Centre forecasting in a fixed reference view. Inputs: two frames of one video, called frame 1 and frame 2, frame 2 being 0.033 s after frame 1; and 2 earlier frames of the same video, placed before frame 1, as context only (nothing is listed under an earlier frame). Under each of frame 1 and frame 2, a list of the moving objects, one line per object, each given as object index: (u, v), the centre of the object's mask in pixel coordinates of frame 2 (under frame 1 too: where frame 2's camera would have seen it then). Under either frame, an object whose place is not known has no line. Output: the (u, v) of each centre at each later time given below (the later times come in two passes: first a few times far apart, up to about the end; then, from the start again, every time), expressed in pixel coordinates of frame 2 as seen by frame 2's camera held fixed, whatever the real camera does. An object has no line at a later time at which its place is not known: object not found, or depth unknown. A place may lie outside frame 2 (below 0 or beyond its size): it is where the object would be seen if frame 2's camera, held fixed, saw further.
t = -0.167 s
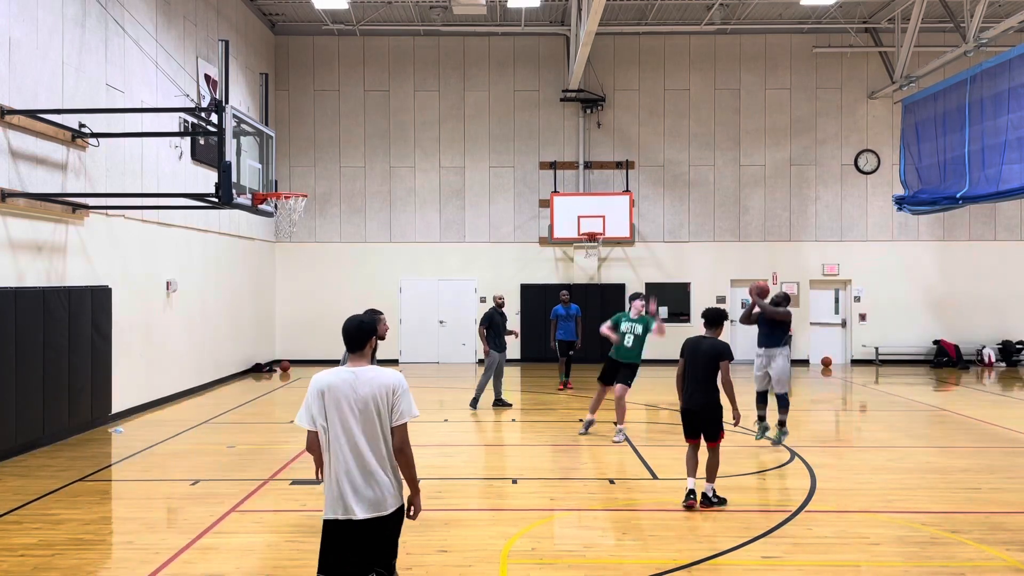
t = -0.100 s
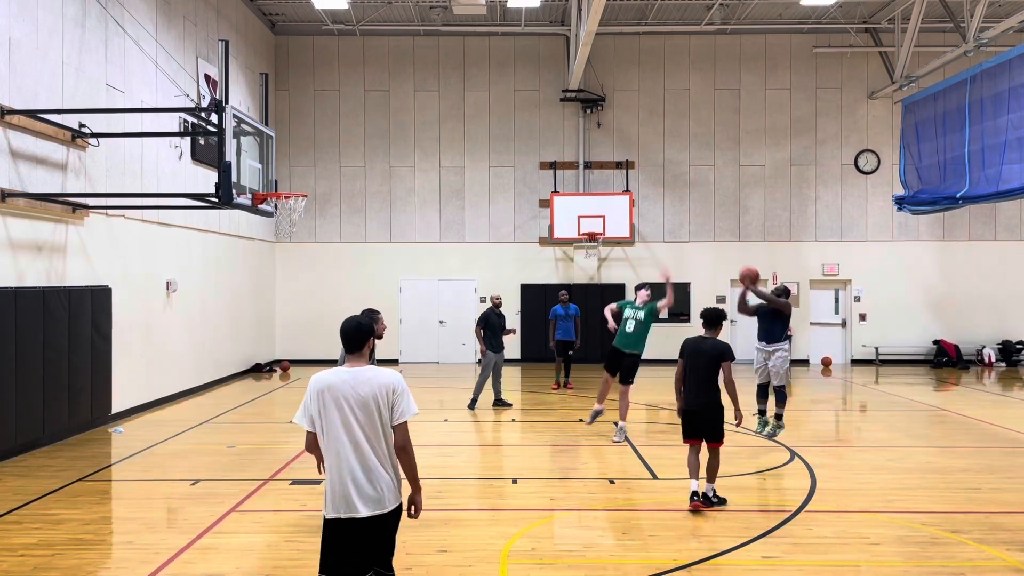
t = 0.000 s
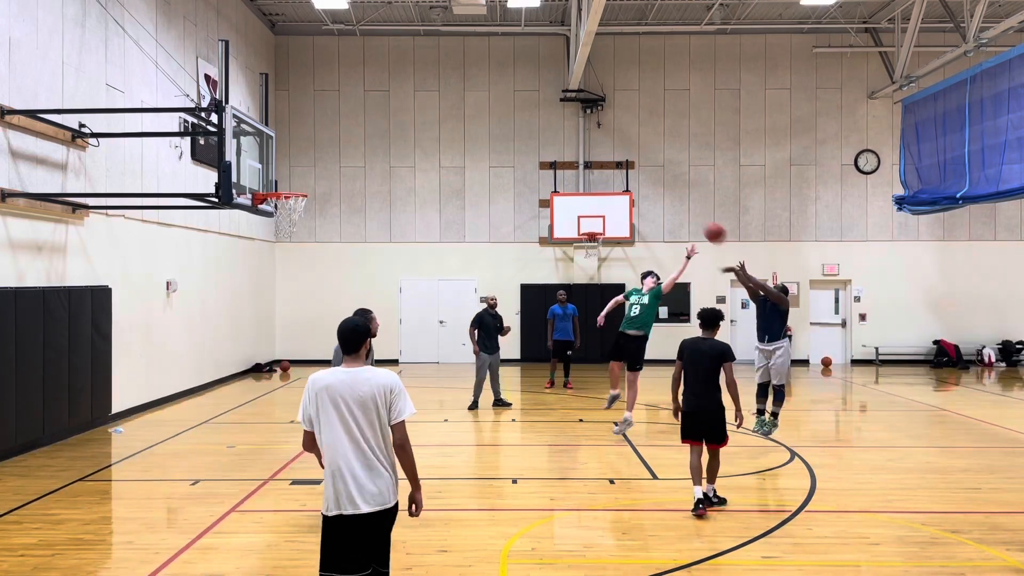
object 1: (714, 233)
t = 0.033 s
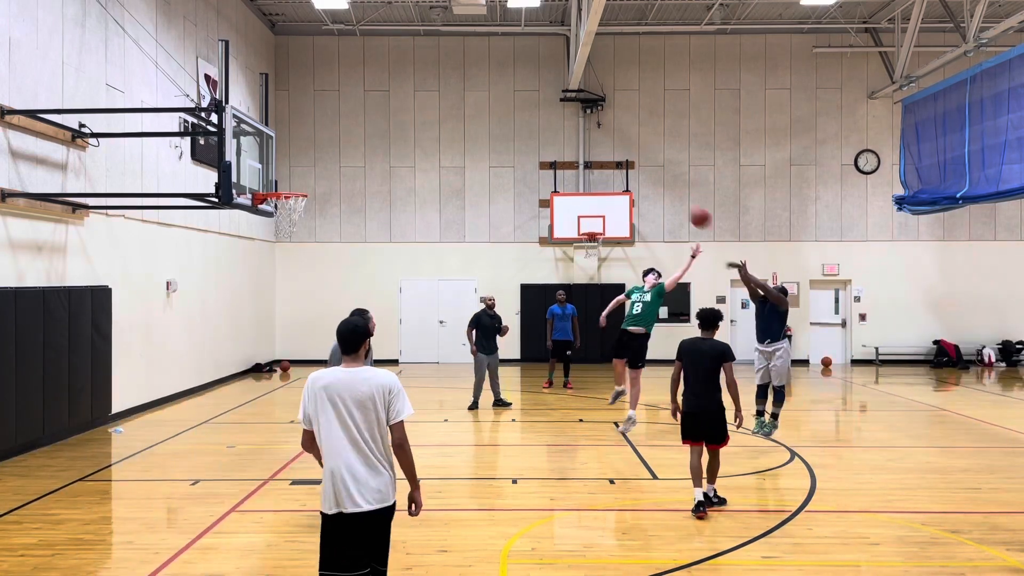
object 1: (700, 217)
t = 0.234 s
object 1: (615, 147)
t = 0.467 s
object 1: (520, 105)
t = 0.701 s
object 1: (427, 109)
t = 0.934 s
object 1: (335, 154)
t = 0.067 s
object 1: (686, 203)
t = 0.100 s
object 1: (671, 190)
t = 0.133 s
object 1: (658, 179)
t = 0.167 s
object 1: (644, 166)
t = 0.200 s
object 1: (630, 156)
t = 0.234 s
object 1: (615, 147)
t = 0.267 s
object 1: (602, 138)
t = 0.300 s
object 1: (587, 131)
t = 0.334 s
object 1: (573, 124)
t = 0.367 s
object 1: (560, 118)
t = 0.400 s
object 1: (547, 113)
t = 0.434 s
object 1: (533, 109)
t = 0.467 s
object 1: (520, 105)
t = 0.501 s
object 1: (507, 103)
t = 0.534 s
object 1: (493, 102)
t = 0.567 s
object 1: (480, 102)
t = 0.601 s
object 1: (467, 102)
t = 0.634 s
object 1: (454, 103)
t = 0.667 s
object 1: (441, 105)
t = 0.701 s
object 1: (427, 109)
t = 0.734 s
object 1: (414, 112)
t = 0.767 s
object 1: (401, 117)
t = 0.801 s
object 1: (388, 123)
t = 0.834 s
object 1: (374, 129)
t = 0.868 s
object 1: (361, 137)
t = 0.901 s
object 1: (348, 145)
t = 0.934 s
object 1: (335, 154)
